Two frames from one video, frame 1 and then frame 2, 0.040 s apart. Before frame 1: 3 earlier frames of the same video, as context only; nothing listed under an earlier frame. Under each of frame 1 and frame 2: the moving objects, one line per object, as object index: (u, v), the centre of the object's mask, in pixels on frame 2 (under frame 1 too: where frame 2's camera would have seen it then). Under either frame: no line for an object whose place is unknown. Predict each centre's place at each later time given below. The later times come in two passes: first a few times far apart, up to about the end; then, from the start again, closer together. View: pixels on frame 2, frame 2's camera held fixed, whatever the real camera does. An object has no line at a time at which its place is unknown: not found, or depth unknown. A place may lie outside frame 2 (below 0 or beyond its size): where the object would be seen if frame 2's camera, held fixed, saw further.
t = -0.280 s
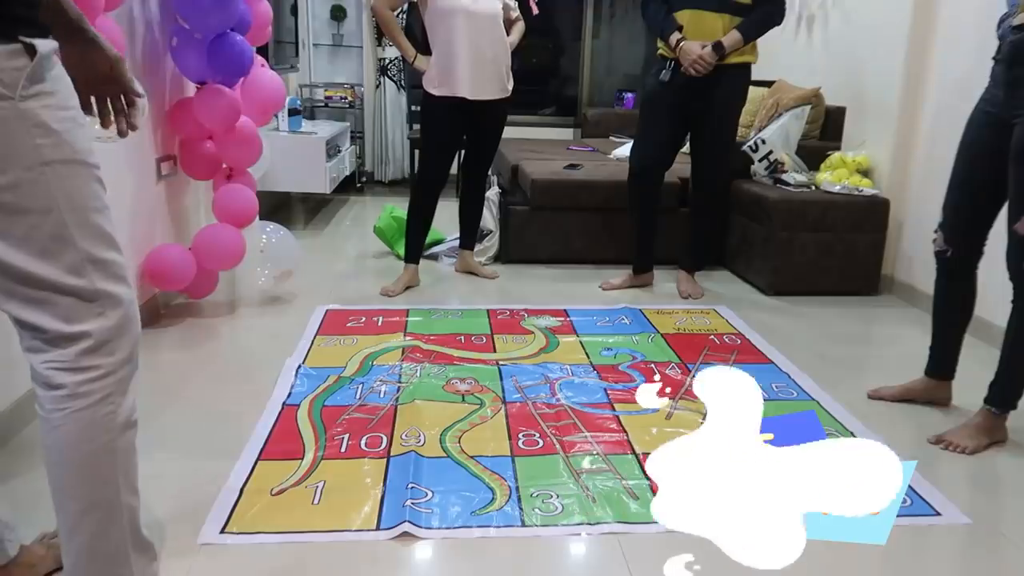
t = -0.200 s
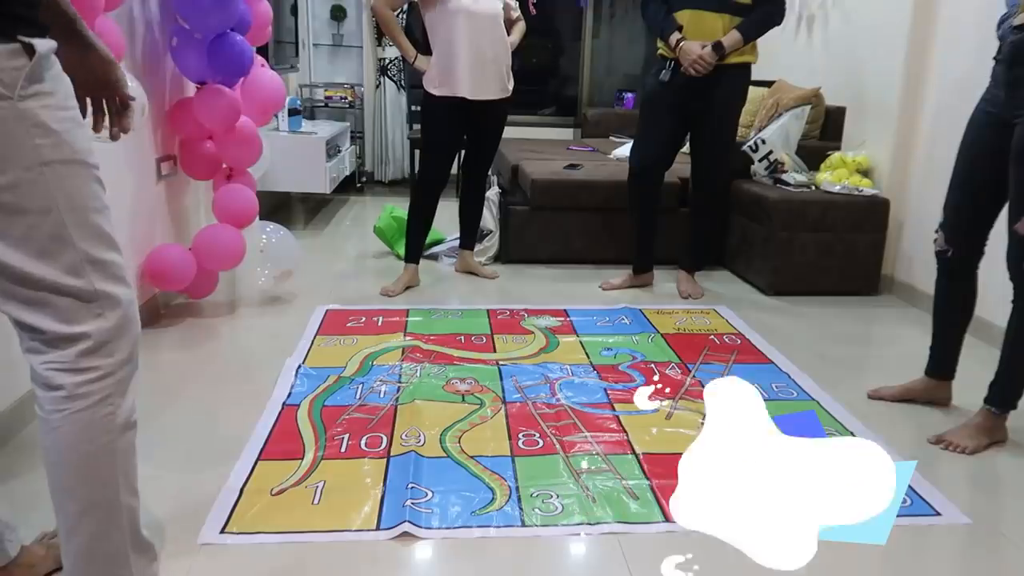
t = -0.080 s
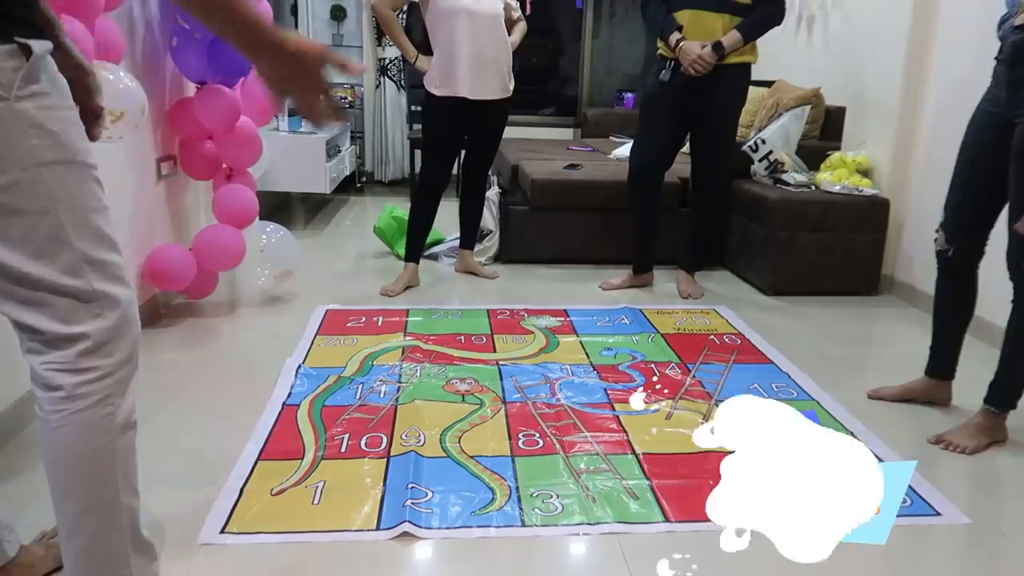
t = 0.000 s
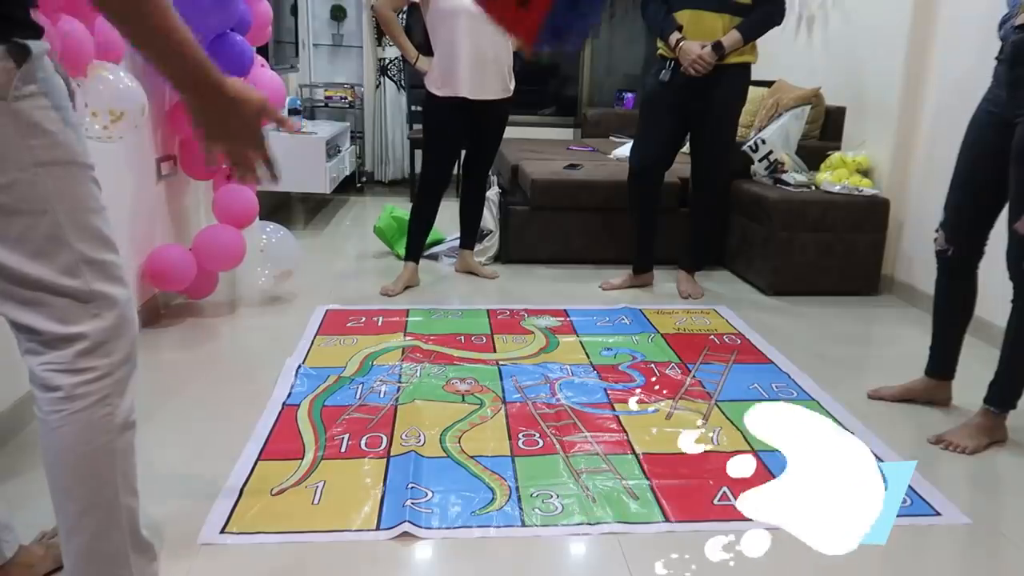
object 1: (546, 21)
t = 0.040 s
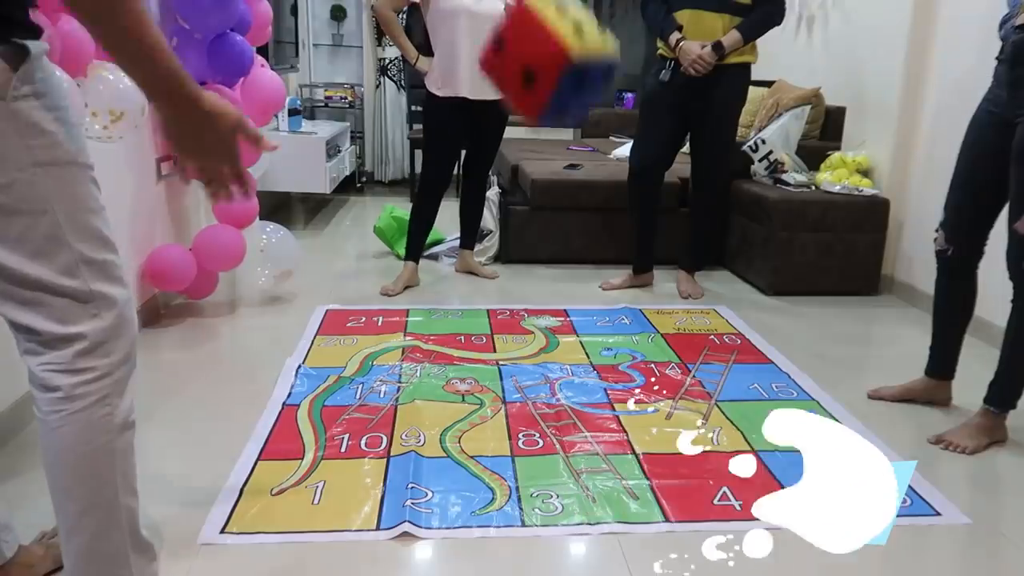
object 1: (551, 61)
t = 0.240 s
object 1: (570, 488)
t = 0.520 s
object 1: (597, 386)
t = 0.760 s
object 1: (607, 500)
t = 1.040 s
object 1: (602, 520)
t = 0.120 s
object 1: (559, 221)
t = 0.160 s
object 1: (563, 305)
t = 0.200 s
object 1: (565, 395)
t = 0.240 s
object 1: (570, 488)
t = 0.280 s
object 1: (573, 490)
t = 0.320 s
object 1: (577, 452)
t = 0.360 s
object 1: (582, 425)
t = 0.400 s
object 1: (586, 405)
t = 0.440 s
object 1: (590, 391)
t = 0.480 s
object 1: (594, 385)
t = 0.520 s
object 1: (597, 386)
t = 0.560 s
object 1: (600, 393)
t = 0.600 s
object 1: (602, 408)
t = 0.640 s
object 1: (604, 430)
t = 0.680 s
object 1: (605, 459)
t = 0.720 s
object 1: (607, 498)
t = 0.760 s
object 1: (607, 500)
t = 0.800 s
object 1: (608, 482)
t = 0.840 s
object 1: (607, 473)
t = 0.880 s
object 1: (607, 472)
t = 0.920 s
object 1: (606, 477)
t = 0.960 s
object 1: (605, 490)
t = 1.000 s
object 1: (603, 511)
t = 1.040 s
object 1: (602, 520)
